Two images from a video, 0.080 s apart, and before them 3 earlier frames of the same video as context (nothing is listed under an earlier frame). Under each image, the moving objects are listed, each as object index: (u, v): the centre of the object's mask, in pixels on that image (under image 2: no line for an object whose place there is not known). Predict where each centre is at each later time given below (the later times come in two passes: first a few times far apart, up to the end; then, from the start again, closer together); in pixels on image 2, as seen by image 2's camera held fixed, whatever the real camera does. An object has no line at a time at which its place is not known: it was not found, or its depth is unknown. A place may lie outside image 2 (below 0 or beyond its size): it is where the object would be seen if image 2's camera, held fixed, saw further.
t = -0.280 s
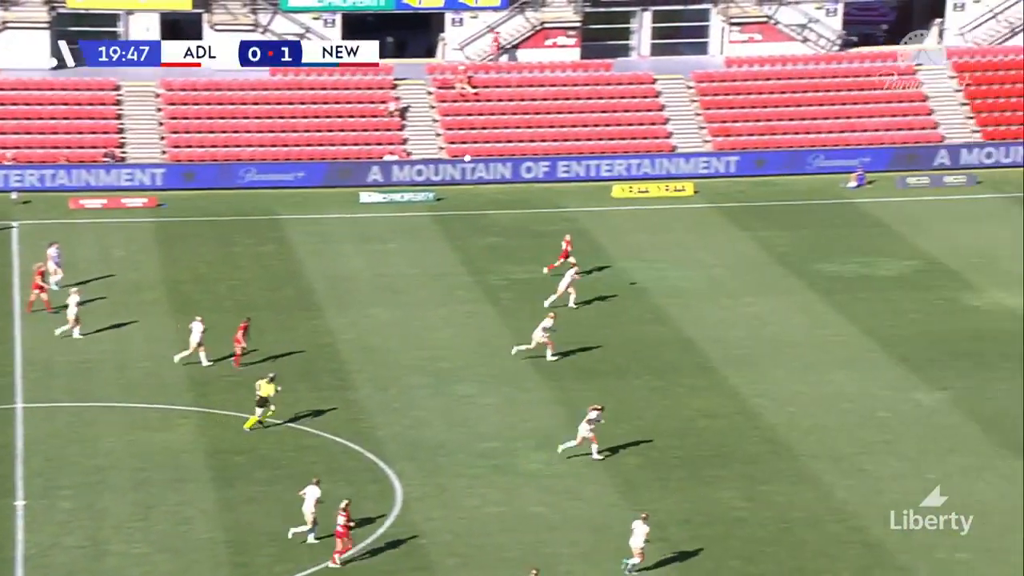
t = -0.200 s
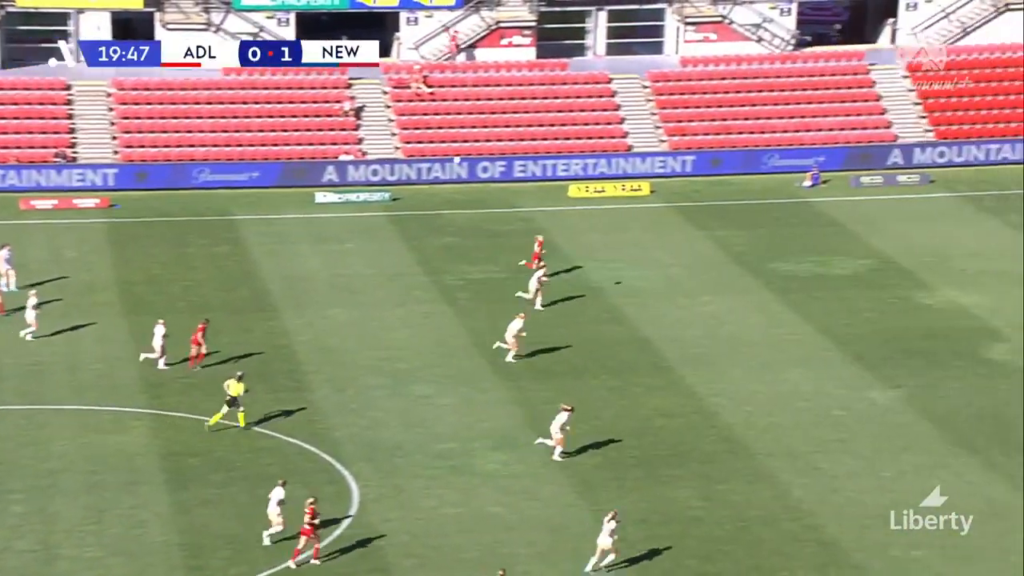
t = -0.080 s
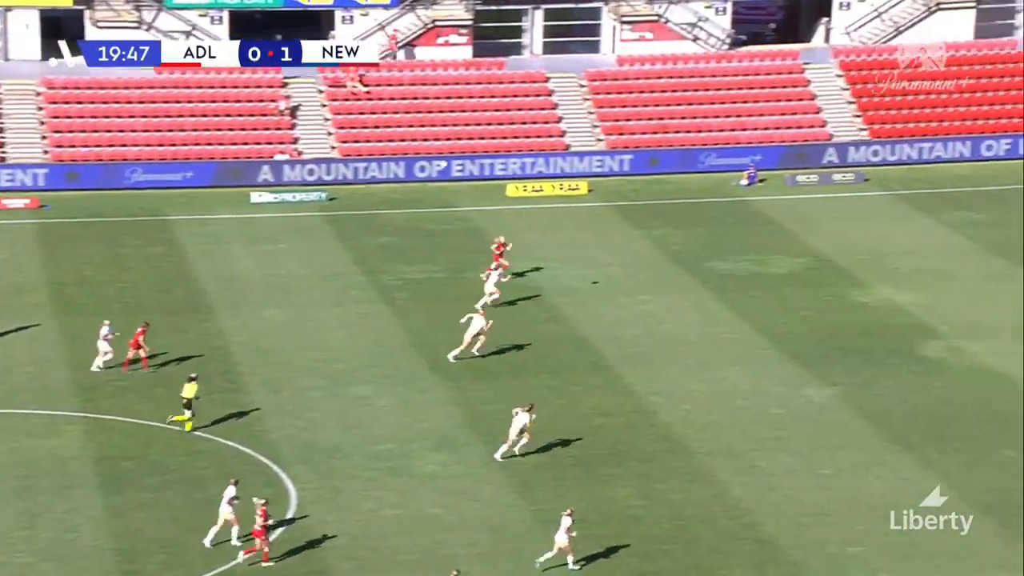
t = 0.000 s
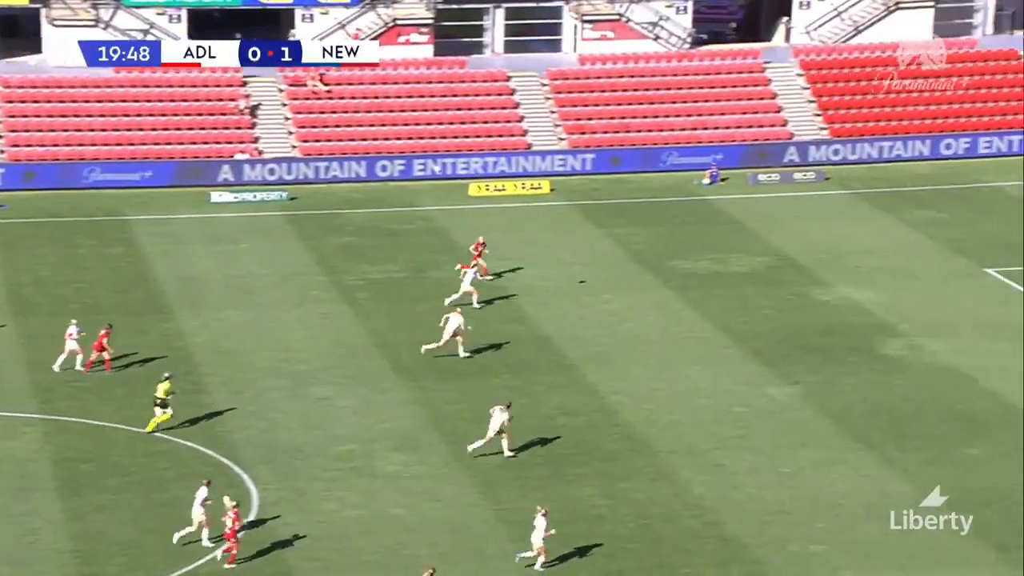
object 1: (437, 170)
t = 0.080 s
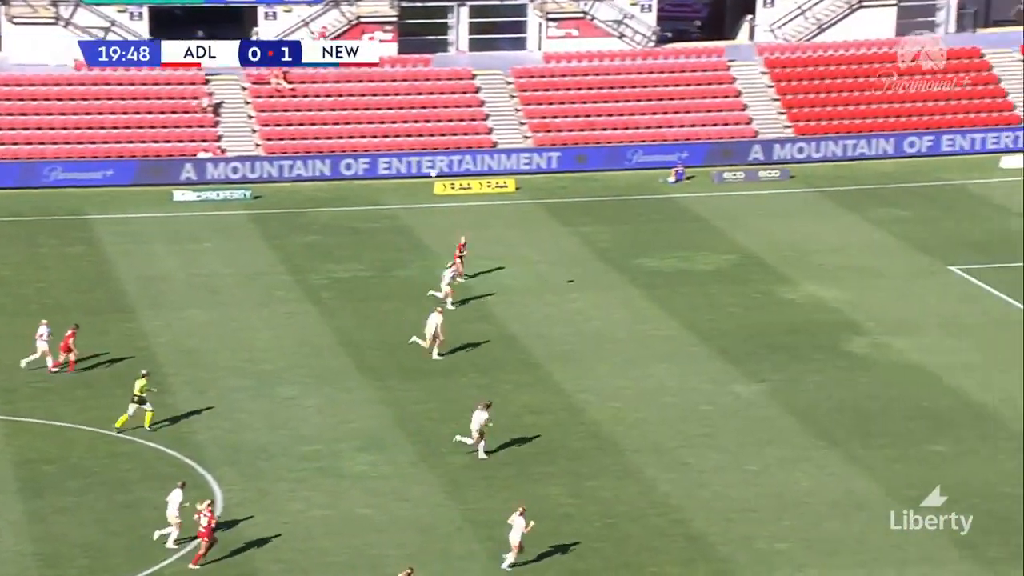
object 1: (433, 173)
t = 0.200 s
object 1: (481, 185)
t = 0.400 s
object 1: (555, 210)
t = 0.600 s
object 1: (624, 242)
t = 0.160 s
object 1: (465, 181)
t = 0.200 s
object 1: (481, 185)
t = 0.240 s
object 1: (496, 189)
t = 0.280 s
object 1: (511, 194)
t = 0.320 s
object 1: (526, 199)
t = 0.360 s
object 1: (540, 204)
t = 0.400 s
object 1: (555, 210)
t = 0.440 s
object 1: (569, 216)
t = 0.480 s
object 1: (583, 222)
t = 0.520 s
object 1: (597, 228)
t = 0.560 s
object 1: (611, 235)
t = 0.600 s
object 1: (624, 242)
